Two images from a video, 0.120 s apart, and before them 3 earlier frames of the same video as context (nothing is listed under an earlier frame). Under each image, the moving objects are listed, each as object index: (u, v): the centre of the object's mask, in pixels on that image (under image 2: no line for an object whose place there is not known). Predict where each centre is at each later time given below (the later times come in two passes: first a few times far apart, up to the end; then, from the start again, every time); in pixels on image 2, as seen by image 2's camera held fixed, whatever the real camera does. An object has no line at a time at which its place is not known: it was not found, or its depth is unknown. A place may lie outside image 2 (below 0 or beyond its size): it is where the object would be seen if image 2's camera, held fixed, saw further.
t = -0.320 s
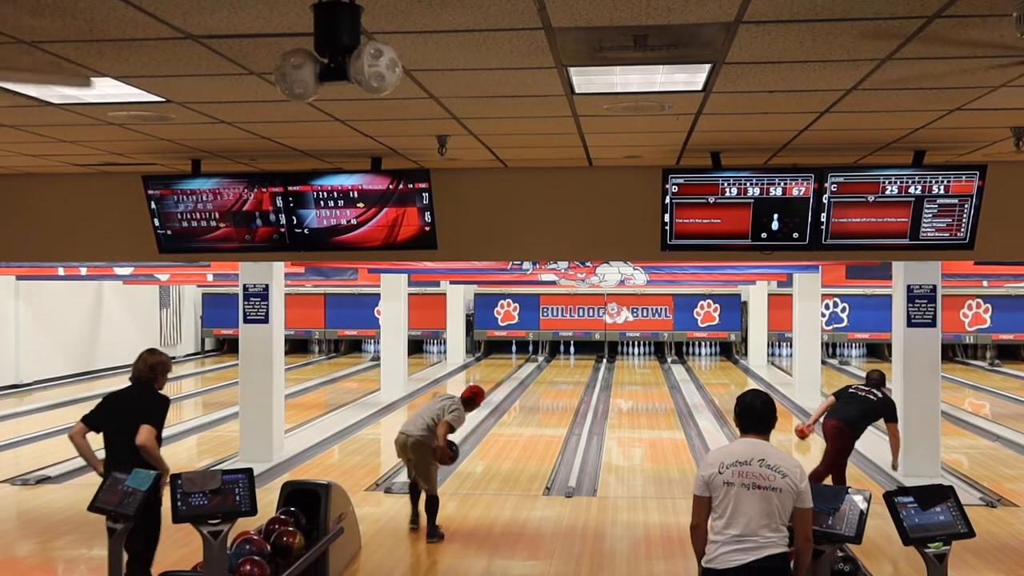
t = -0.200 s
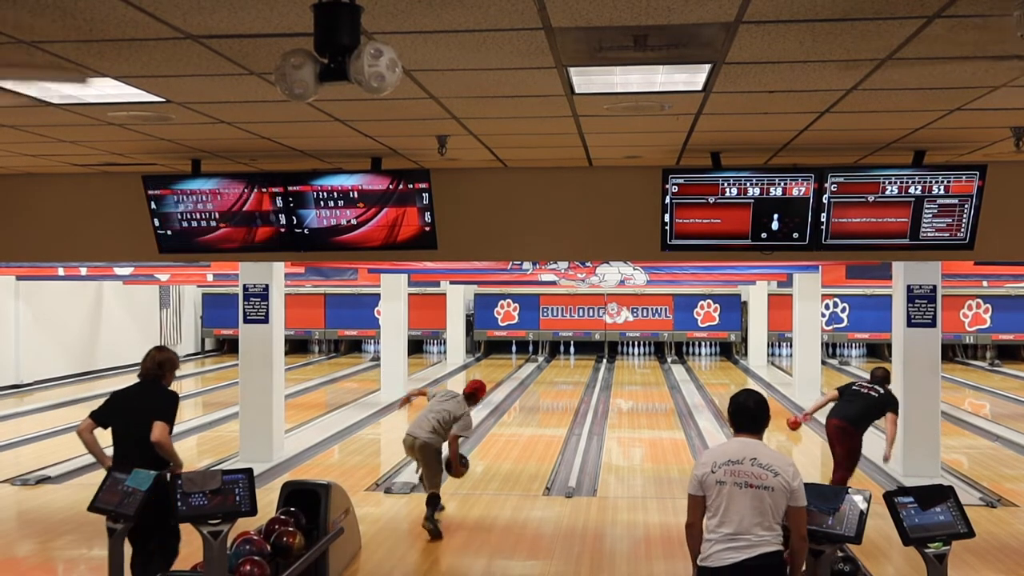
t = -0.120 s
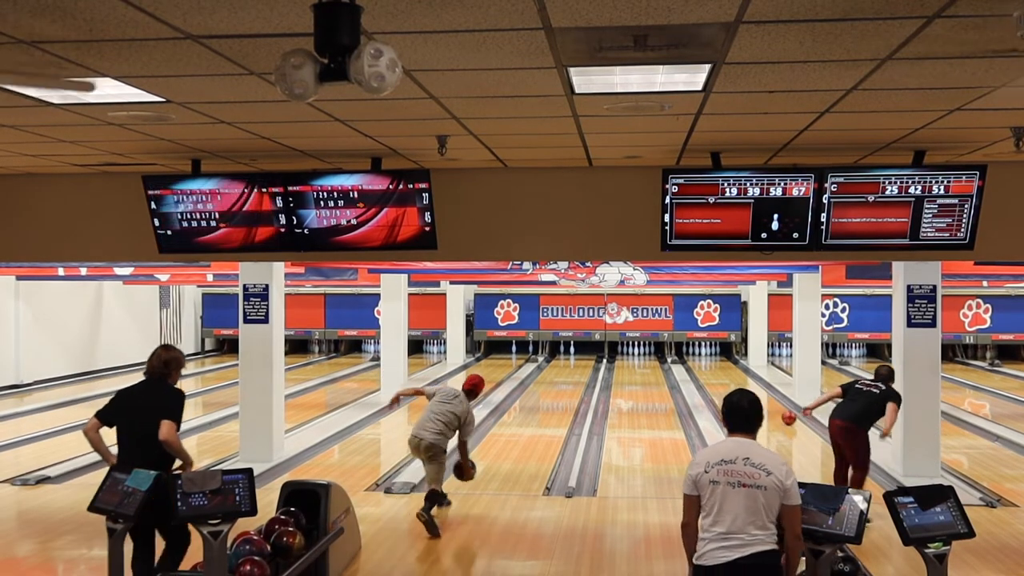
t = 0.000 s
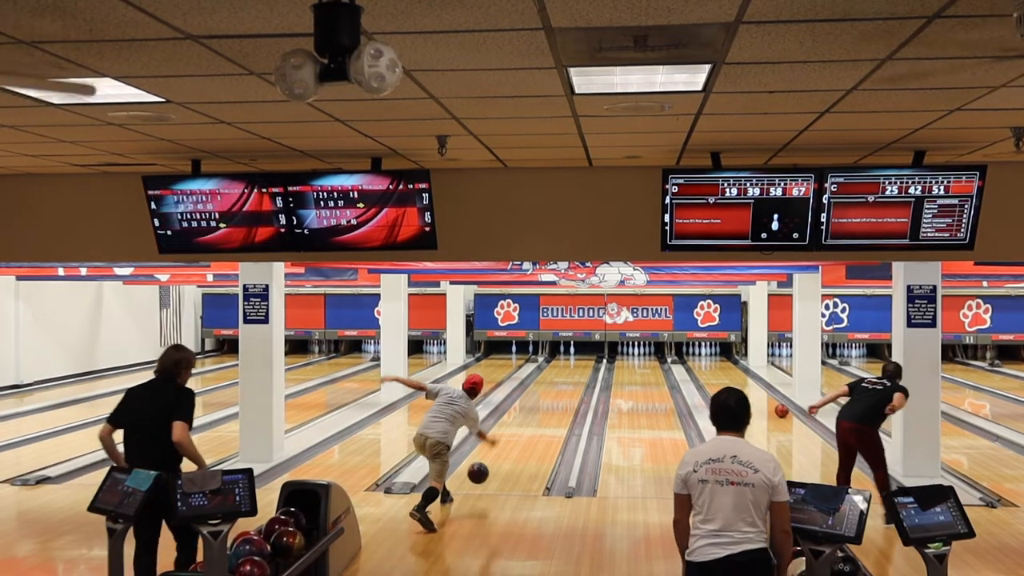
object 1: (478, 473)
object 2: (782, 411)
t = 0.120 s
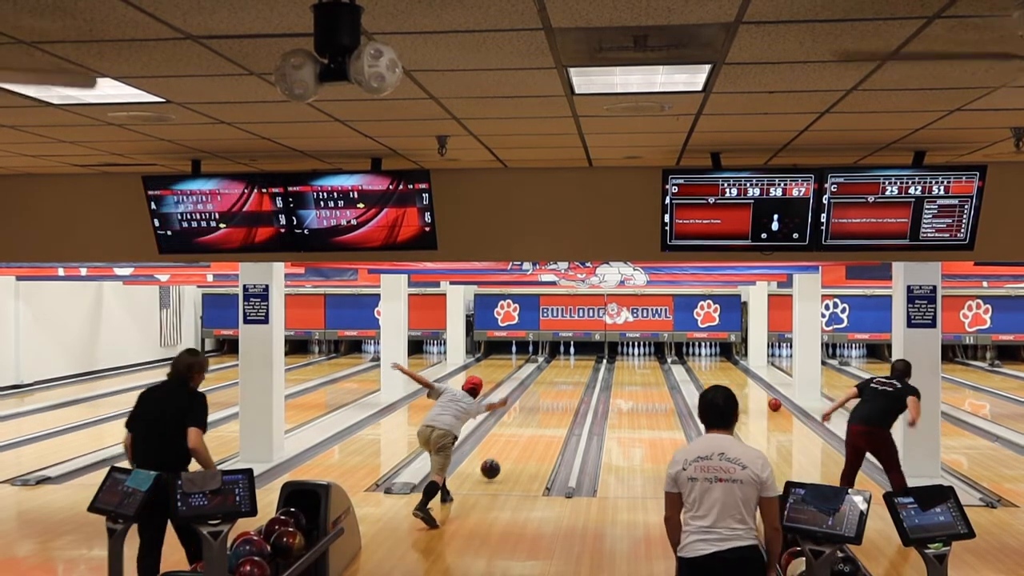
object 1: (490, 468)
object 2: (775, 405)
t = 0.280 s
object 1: (504, 455)
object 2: (766, 397)
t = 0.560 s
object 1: (523, 432)
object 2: (753, 385)
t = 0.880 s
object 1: (540, 413)
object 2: (739, 375)
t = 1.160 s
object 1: (551, 399)
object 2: (728, 367)
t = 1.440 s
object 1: (559, 388)
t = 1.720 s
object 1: (566, 379)
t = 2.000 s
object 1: (571, 372)
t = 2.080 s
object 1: (573, 369)
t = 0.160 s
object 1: (494, 464)
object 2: (773, 402)
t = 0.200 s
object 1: (497, 462)
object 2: (771, 401)
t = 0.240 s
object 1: (501, 459)
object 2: (768, 399)
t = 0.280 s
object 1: (504, 455)
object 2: (766, 397)
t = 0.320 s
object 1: (507, 452)
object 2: (764, 395)
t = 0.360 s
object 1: (510, 448)
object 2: (762, 393)
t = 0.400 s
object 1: (513, 445)
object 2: (760, 391)
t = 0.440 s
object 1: (516, 442)
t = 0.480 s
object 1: (519, 438)
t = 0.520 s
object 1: (521, 435)
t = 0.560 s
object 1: (523, 432)
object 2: (753, 385)
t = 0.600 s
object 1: (526, 429)
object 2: (751, 383)
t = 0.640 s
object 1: (528, 427)
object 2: (750, 382)
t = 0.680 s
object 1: (530, 424)
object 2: (748, 381)
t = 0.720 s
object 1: (532, 422)
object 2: (746, 380)
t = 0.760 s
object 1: (534, 419)
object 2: (744, 378)
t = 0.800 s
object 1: (536, 417)
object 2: (743, 377)
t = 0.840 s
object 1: (538, 415)
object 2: (741, 376)
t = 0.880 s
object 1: (540, 413)
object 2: (739, 375)
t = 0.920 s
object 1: (541, 410)
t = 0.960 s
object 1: (543, 408)
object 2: (736, 372)
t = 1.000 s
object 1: (544, 407)
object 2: (734, 371)
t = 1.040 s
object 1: (546, 405)
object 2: (733, 370)
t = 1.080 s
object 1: (548, 403)
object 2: (731, 370)
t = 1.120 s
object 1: (549, 401)
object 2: (730, 368)
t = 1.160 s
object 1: (551, 399)
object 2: (728, 367)
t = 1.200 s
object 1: (552, 397)
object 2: (726, 366)
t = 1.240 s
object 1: (553, 396)
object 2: (725, 365)
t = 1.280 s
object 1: (554, 394)
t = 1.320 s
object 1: (556, 392)
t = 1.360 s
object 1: (557, 391)
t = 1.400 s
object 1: (558, 389)
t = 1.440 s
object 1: (559, 388)
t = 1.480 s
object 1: (560, 387)
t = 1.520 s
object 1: (561, 385)
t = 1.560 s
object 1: (562, 384)
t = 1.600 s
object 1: (563, 383)
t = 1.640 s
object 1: (564, 381)
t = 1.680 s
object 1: (565, 380)
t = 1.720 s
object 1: (566, 379)
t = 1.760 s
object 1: (567, 378)
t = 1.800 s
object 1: (568, 377)
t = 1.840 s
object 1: (568, 375)
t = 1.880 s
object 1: (569, 374)
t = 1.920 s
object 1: (570, 373)
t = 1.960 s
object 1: (570, 372)
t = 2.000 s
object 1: (571, 372)
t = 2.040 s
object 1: (572, 371)
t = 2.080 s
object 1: (573, 369)
